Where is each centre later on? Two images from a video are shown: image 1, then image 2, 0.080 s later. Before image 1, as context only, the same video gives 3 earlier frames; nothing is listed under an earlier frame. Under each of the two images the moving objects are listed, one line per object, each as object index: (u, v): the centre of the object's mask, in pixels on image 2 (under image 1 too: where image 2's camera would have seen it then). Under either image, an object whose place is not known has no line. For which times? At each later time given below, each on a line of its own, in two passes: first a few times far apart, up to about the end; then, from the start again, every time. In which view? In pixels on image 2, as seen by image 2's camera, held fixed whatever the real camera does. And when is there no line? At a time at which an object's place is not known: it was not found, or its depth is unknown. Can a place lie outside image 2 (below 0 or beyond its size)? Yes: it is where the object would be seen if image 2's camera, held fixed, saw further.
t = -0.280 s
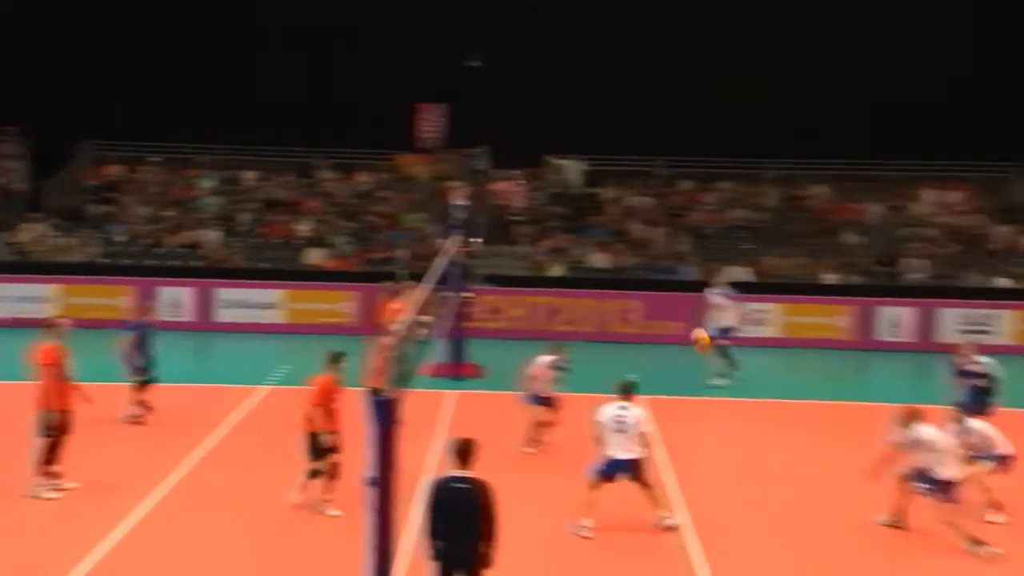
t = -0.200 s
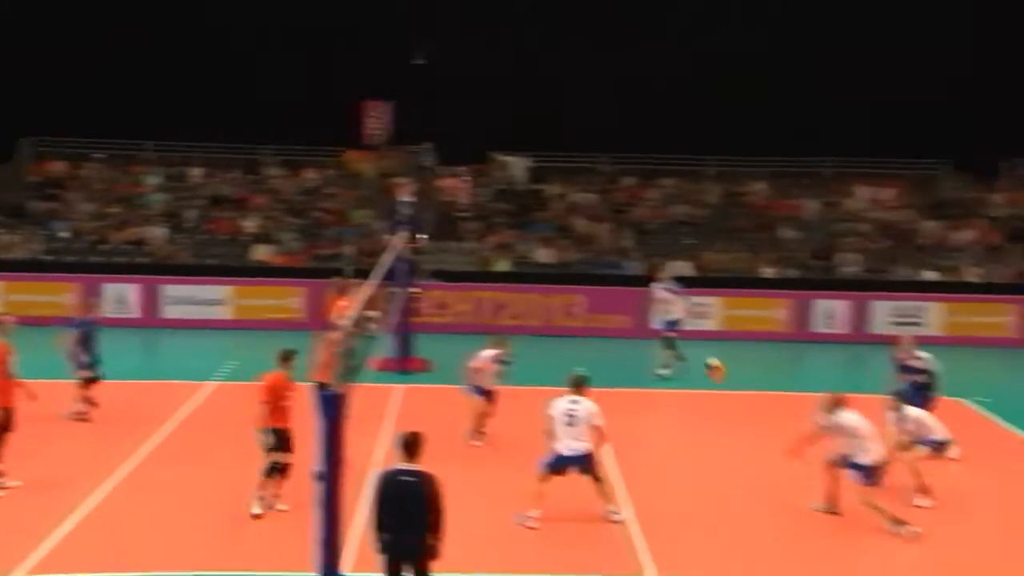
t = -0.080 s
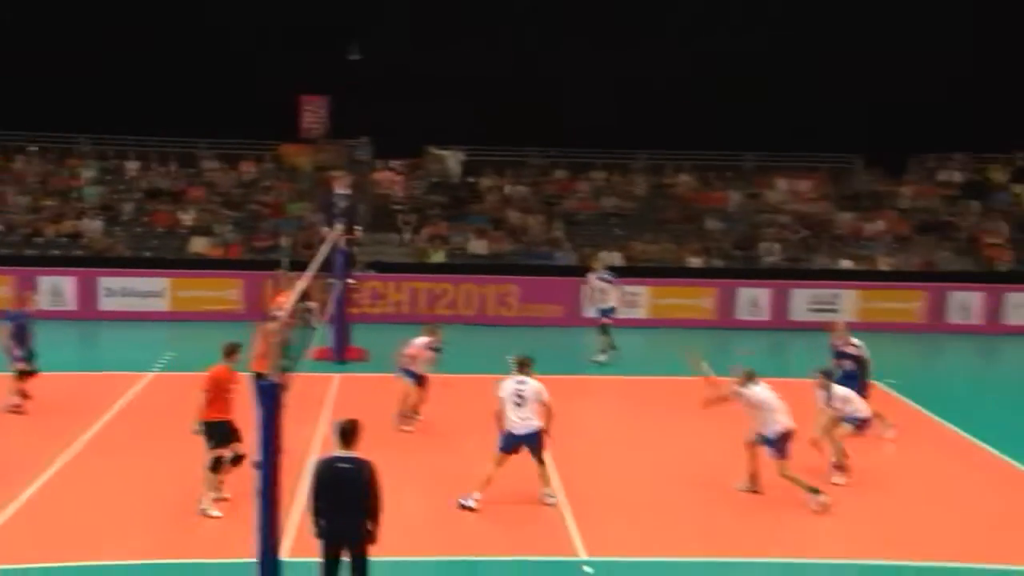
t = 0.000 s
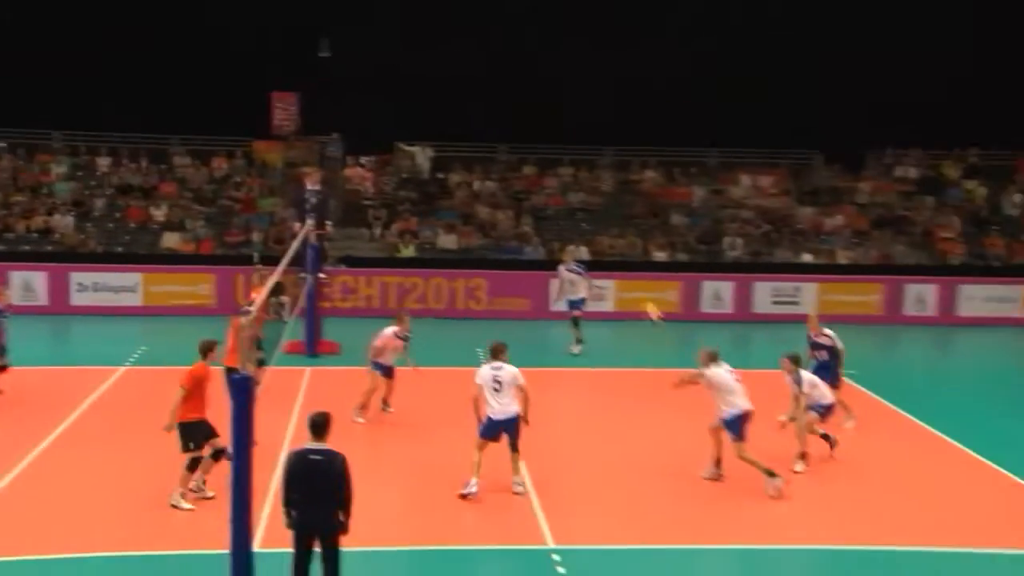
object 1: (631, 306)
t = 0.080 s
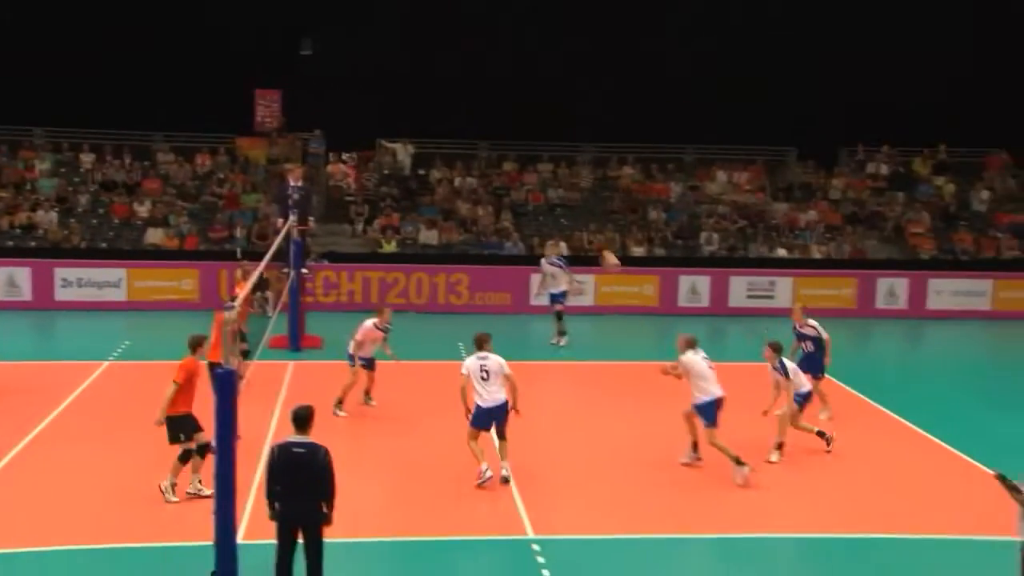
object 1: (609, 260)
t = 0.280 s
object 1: (561, 170)
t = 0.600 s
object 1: (488, 96)
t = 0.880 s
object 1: (430, 93)
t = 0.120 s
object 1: (598, 237)
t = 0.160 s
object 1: (588, 221)
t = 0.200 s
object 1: (579, 202)
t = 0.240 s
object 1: (570, 186)
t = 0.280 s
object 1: (561, 170)
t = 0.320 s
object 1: (551, 157)
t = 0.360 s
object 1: (543, 145)
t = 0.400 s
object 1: (533, 133)
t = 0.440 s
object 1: (524, 123)
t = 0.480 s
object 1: (515, 115)
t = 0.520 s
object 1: (506, 107)
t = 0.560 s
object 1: (497, 101)
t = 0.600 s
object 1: (488, 96)
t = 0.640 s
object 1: (480, 92)
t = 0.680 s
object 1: (472, 90)
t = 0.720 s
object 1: (463, 88)
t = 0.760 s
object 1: (454, 88)
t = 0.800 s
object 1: (447, 89)
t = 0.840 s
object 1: (438, 91)
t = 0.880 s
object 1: (430, 93)
